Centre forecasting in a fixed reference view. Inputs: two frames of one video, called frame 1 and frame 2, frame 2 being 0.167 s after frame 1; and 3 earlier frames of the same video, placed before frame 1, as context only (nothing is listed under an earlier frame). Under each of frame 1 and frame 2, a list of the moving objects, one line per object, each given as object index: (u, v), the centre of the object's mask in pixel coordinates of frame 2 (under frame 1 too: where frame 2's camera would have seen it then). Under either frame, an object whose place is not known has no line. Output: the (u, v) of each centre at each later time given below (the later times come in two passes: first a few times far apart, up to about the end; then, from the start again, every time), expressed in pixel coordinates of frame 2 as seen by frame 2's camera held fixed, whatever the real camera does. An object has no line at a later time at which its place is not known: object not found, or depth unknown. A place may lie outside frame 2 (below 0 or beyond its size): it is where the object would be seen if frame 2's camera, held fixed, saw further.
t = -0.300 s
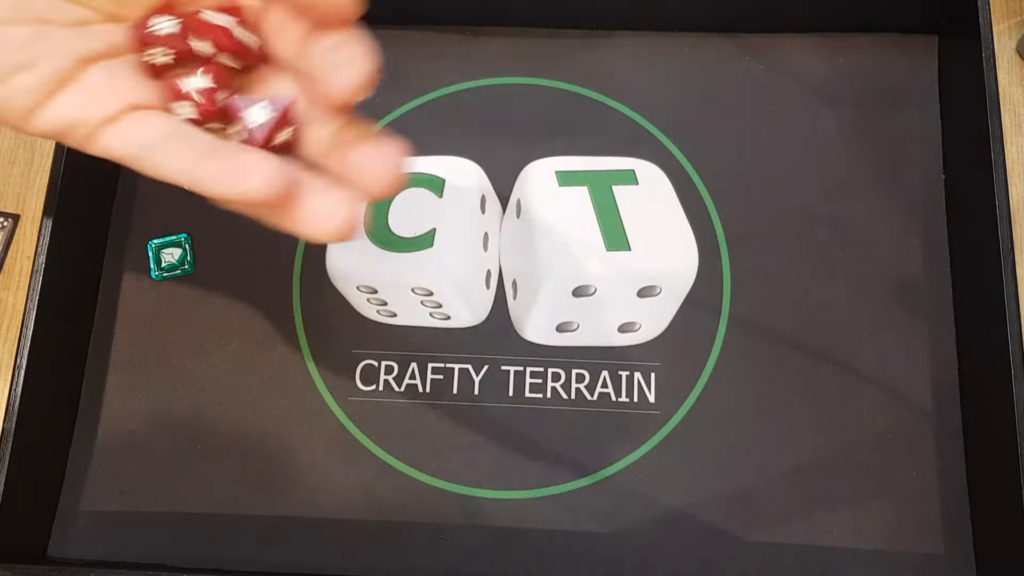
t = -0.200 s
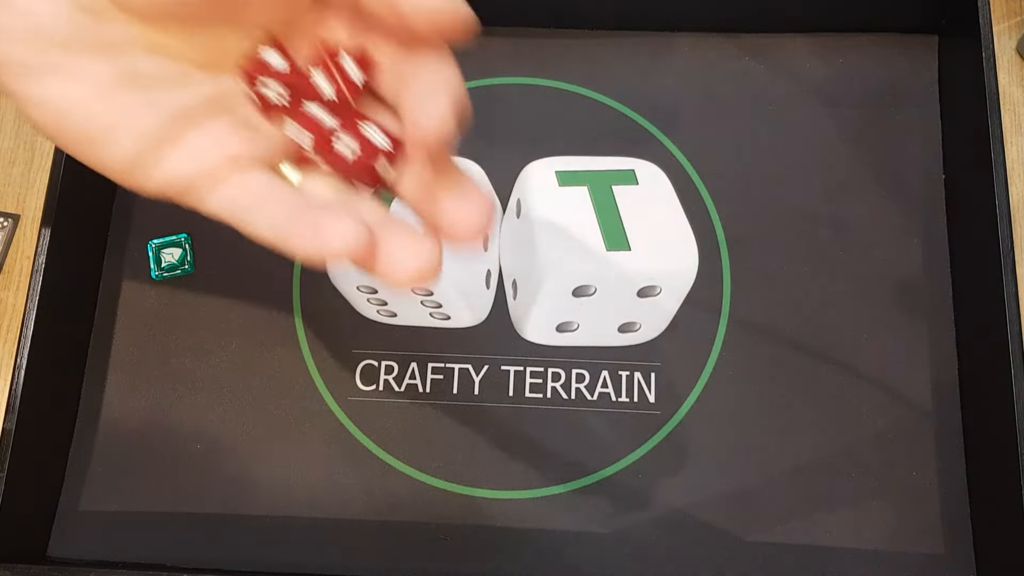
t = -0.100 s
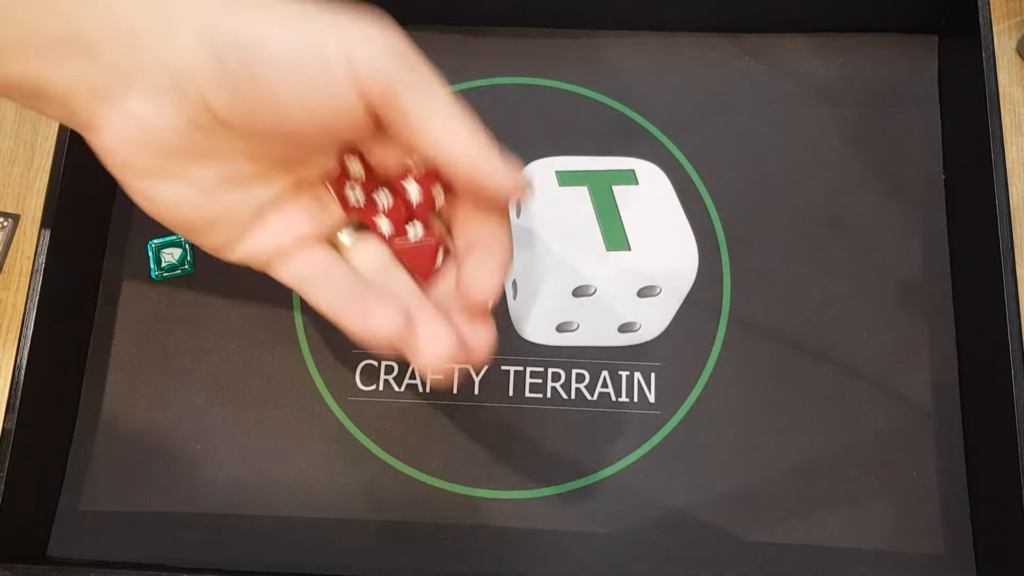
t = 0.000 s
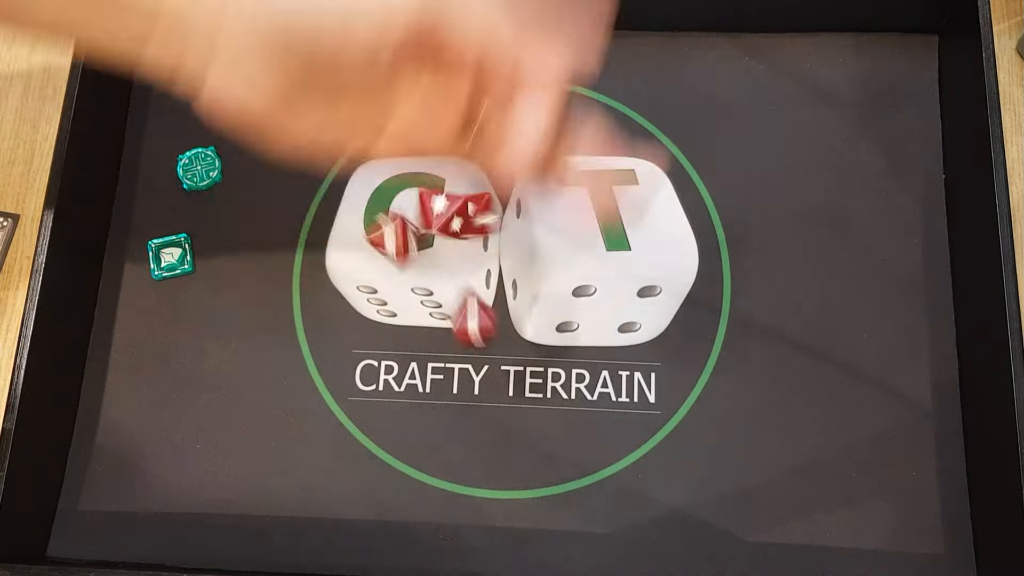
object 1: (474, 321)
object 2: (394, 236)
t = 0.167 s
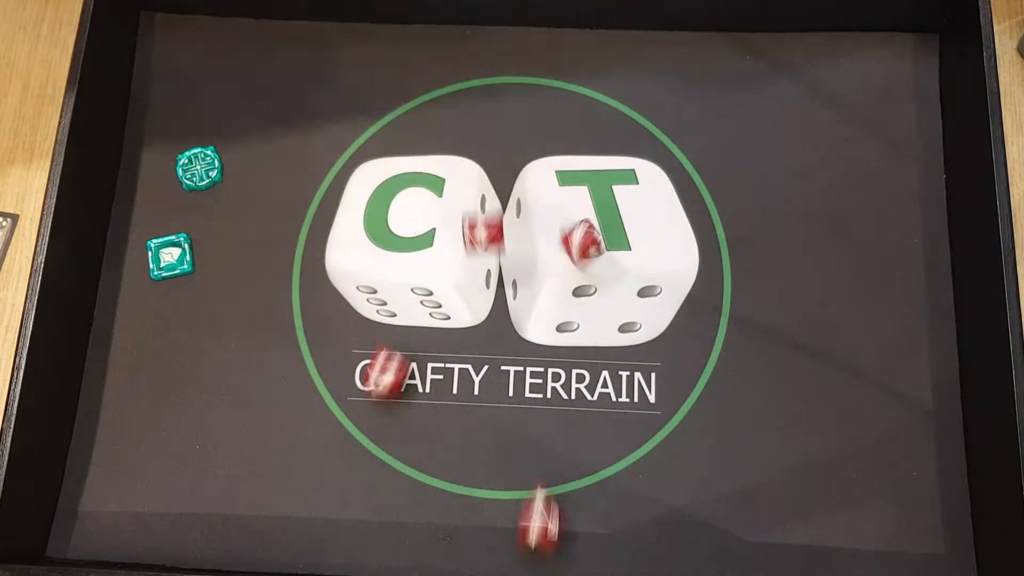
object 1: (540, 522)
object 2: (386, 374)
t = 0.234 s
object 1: (546, 535)
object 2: (336, 415)
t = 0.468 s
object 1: (537, 481)
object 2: (246, 455)
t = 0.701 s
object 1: (537, 481)
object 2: (246, 455)
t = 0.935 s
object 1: (537, 481)
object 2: (246, 455)
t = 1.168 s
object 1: (537, 480)
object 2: (245, 455)
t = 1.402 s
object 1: (537, 481)
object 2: (245, 454)
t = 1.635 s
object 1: (537, 480)
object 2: (246, 455)
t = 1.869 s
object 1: (537, 481)
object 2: (246, 455)
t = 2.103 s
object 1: (537, 481)
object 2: (245, 454)
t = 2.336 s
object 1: (537, 481)
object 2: (245, 454)
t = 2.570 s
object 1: (537, 480)
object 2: (245, 454)
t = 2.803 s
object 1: (537, 480)
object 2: (246, 454)
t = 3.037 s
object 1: (537, 480)
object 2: (246, 454)
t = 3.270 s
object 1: (537, 481)
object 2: (246, 454)
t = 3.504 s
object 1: (537, 480)
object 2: (245, 454)
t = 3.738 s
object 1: (537, 480)
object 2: (245, 454)
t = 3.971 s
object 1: (537, 480)
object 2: (246, 454)
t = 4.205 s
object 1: (537, 481)
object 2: (245, 454)
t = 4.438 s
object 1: (537, 480)
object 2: (246, 454)
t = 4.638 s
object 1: (537, 480)
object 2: (245, 454)
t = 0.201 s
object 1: (544, 551)
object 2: (360, 394)
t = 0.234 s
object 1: (546, 535)
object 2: (336, 415)
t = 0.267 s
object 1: (543, 520)
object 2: (315, 435)
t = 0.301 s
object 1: (541, 503)
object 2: (295, 444)
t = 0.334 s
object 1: (539, 489)
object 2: (278, 449)
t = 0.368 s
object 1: (537, 482)
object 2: (266, 452)
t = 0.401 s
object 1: (537, 481)
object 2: (256, 450)
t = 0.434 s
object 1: (537, 481)
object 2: (248, 453)
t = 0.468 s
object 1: (537, 481)
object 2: (246, 455)
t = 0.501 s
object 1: (537, 481)
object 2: (246, 455)
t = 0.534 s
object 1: (537, 481)
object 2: (246, 455)
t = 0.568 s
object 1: (537, 481)
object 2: (246, 455)
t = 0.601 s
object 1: (537, 481)
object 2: (246, 455)
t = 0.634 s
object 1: (537, 481)
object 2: (246, 455)
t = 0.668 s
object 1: (537, 481)
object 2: (246, 455)
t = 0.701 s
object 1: (537, 481)
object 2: (246, 455)
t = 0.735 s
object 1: (537, 481)
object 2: (246, 455)
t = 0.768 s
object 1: (537, 481)
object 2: (246, 455)
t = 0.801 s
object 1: (537, 481)
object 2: (246, 455)
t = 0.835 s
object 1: (537, 481)
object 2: (246, 455)
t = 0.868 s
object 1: (537, 481)
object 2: (246, 455)
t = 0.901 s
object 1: (537, 481)
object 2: (246, 455)
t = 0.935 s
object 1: (537, 481)
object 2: (246, 455)
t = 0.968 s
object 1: (537, 481)
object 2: (245, 455)
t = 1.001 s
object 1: (537, 481)
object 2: (245, 455)
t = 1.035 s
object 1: (537, 481)
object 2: (245, 455)
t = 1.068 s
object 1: (537, 481)
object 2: (245, 454)
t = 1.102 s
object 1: (537, 481)
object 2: (245, 455)
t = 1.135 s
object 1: (537, 480)
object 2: (245, 455)
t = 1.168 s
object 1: (537, 480)
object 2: (245, 455)
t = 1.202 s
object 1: (537, 480)
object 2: (245, 455)
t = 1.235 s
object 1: (537, 480)
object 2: (245, 455)
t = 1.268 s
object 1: (537, 480)
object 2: (246, 455)
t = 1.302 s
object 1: (537, 480)
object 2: (246, 455)
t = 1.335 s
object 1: (537, 480)
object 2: (246, 455)
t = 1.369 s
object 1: (537, 480)
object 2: (246, 455)
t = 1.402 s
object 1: (537, 481)
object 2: (245, 454)
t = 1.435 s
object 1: (537, 480)
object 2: (246, 455)
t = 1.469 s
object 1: (537, 480)
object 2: (246, 455)
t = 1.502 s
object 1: (537, 480)
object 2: (246, 455)
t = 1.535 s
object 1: (537, 480)
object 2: (246, 455)
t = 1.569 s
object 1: (537, 480)
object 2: (246, 455)
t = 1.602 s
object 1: (537, 480)
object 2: (246, 455)
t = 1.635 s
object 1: (537, 480)
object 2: (246, 455)
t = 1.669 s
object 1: (537, 481)
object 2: (246, 455)
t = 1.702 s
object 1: (537, 481)
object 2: (246, 455)
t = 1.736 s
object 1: (537, 481)
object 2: (246, 455)
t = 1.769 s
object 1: (537, 481)
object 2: (246, 454)
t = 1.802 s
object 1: (537, 481)
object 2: (246, 455)
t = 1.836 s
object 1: (537, 481)
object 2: (246, 454)
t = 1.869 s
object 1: (537, 481)
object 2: (246, 455)
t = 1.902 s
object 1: (537, 481)
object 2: (246, 455)
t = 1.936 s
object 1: (537, 481)
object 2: (246, 454)
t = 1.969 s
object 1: (537, 481)
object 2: (246, 454)
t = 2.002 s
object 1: (537, 481)
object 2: (246, 454)
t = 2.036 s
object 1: (537, 481)
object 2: (246, 454)
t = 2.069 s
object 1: (537, 481)
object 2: (245, 454)
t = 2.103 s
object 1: (537, 481)
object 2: (245, 454)
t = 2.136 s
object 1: (537, 481)
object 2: (245, 454)
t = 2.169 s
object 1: (537, 481)
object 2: (246, 455)
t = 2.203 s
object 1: (537, 481)
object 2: (246, 455)
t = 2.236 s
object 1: (537, 481)
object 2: (246, 454)
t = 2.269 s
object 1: (537, 480)
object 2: (246, 454)
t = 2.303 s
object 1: (537, 480)
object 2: (246, 454)
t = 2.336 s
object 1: (537, 481)
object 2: (245, 454)
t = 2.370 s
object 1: (537, 480)
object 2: (246, 454)
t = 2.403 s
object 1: (537, 480)
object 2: (246, 454)
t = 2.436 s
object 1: (537, 480)
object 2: (245, 454)
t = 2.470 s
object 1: (537, 481)
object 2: (245, 454)
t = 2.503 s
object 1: (537, 480)
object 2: (245, 454)
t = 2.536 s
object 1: (537, 480)
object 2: (245, 454)
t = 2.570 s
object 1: (537, 480)
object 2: (245, 454)
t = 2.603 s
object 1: (537, 480)
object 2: (245, 454)
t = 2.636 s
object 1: (537, 480)
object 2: (245, 454)
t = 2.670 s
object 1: (537, 480)
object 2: (245, 454)
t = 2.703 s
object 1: (537, 481)
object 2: (245, 454)
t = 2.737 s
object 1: (537, 481)
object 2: (246, 454)
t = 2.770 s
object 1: (537, 481)
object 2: (245, 454)
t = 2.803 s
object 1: (537, 480)
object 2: (246, 454)
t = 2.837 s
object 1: (537, 481)
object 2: (245, 454)
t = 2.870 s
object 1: (537, 481)
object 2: (246, 454)
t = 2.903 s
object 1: (537, 481)
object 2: (246, 454)
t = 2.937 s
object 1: (537, 480)
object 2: (246, 454)
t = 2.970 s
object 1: (537, 481)
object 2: (245, 454)
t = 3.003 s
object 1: (537, 481)
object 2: (245, 454)
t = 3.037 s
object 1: (537, 480)
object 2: (246, 454)
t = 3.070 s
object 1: (537, 481)
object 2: (246, 454)
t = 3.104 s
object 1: (537, 481)
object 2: (245, 454)
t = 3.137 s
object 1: (537, 481)
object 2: (246, 454)
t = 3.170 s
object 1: (537, 481)
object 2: (246, 454)
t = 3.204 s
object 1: (537, 481)
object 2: (246, 454)
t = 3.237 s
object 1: (537, 481)
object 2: (246, 454)
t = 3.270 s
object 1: (537, 481)
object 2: (246, 454)
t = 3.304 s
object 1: (537, 481)
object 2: (246, 454)
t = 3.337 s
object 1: (537, 480)
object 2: (246, 454)
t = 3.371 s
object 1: (537, 481)
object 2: (245, 454)
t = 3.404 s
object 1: (537, 481)
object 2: (246, 454)
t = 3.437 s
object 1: (537, 481)
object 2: (245, 454)
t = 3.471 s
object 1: (537, 481)
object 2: (245, 454)
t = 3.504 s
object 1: (537, 480)
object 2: (245, 454)
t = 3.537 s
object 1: (537, 481)
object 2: (245, 454)
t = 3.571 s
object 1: (537, 481)
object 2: (246, 454)
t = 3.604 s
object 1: (537, 481)
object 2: (246, 454)
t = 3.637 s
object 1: (537, 480)
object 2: (245, 454)
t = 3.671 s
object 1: (537, 481)
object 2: (245, 454)
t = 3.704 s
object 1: (537, 481)
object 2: (245, 454)
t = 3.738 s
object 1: (537, 480)
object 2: (245, 454)
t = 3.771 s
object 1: (537, 481)
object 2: (245, 454)
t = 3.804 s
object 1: (537, 481)
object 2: (245, 454)
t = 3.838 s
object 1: (537, 481)
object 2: (245, 454)
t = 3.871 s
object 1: (537, 480)
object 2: (245, 454)
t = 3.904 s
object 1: (537, 481)
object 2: (245, 454)
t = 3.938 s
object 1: (537, 481)
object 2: (246, 454)
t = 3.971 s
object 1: (537, 480)
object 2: (246, 454)
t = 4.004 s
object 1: (537, 481)
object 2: (245, 454)
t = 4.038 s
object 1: (537, 481)
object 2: (246, 454)
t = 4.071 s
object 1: (537, 481)
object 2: (245, 454)
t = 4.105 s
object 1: (537, 480)
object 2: (246, 454)
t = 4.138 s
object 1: (537, 481)
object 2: (246, 454)
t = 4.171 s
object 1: (537, 481)
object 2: (246, 454)
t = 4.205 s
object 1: (537, 481)
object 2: (245, 454)
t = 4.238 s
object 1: (537, 481)
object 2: (246, 454)
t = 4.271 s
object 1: (537, 481)
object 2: (246, 454)
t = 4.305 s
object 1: (537, 481)
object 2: (246, 454)
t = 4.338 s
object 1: (537, 480)
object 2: (246, 454)
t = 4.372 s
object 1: (537, 481)
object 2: (245, 454)
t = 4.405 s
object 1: (537, 480)
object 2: (245, 454)
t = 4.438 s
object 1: (537, 480)
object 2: (246, 454)
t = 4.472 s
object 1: (537, 480)
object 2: (245, 454)
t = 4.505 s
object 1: (537, 480)
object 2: (245, 454)
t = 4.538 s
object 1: (537, 480)
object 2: (246, 454)
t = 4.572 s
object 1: (537, 481)
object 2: (245, 454)
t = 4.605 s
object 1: (537, 480)
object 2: (245, 454)
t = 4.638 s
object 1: (537, 480)
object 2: (245, 454)
